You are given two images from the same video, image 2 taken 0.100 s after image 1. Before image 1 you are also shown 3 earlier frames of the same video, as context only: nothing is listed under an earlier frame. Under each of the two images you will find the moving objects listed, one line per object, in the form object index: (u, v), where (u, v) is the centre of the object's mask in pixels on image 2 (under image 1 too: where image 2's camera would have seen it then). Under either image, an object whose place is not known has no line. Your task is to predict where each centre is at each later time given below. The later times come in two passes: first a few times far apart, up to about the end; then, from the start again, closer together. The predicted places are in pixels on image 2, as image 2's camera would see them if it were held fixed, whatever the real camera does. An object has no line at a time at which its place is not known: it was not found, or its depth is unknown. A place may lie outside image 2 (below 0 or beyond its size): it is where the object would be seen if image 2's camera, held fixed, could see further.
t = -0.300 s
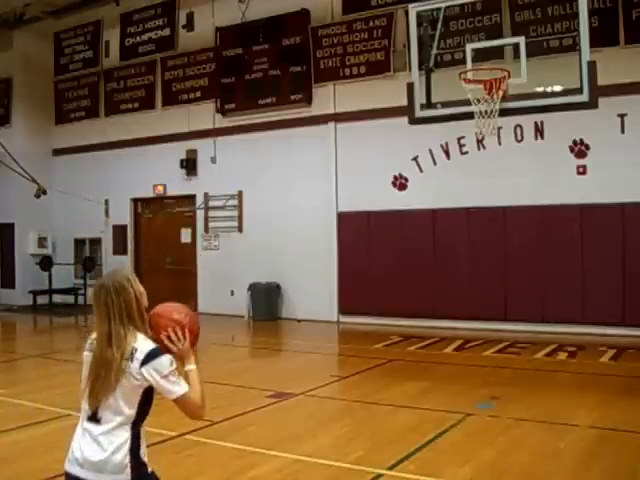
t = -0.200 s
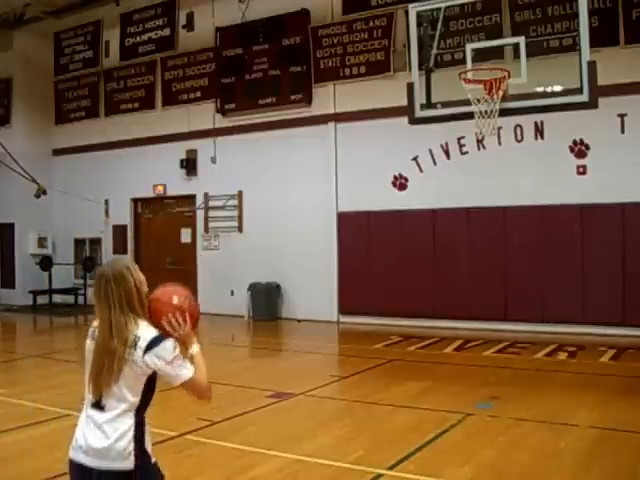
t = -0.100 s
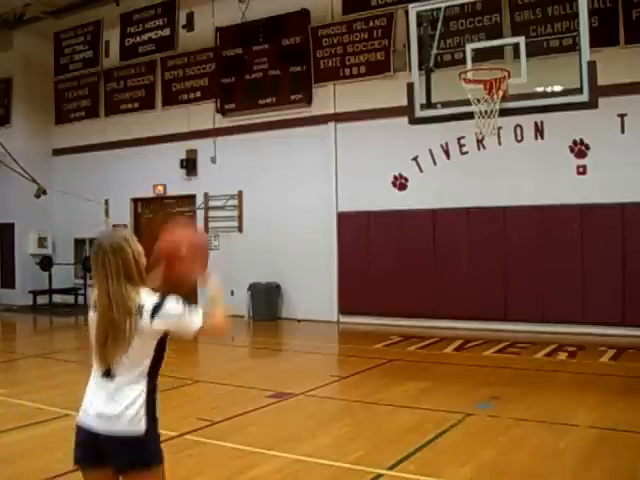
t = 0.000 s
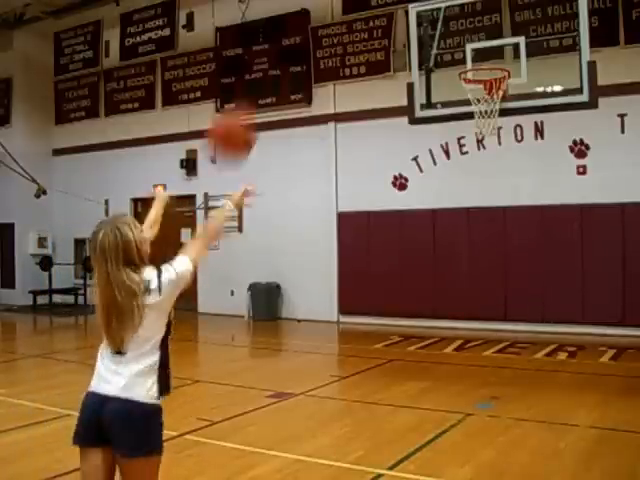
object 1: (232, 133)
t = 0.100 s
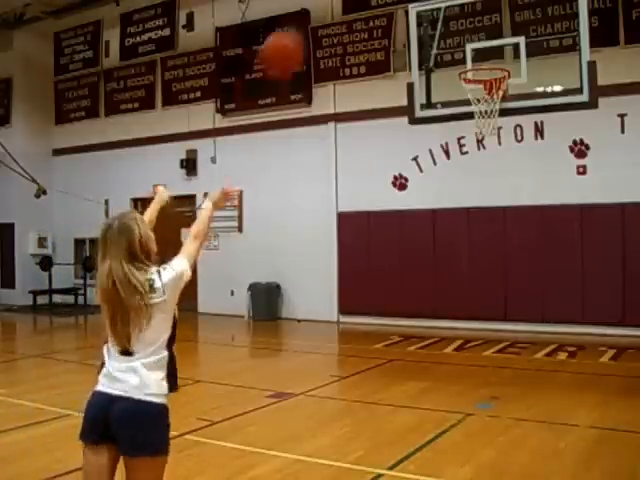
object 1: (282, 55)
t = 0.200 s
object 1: (322, 12)
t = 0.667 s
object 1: (439, 12)
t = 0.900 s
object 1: (486, 65)
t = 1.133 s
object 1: (498, 50)
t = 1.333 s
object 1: (499, 68)
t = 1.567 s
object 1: (504, 160)
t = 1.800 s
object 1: (509, 350)
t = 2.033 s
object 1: (520, 360)
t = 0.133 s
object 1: (295, 37)
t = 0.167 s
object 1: (309, 20)
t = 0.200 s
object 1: (322, 12)
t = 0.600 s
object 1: (429, 7)
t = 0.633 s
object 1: (435, 8)
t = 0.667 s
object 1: (439, 12)
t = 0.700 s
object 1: (446, 21)
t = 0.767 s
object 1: (457, 42)
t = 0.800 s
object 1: (463, 54)
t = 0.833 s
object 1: (468, 64)
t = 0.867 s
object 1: (476, 66)
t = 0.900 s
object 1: (486, 65)
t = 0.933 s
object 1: (494, 63)
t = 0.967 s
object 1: (497, 60)
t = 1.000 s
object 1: (498, 57)
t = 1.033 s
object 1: (498, 56)
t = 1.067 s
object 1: (497, 54)
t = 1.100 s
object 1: (498, 51)
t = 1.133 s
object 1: (498, 50)
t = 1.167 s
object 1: (498, 50)
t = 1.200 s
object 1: (498, 51)
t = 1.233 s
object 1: (498, 53)
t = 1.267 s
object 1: (499, 56)
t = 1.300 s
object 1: (499, 62)
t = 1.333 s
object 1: (499, 68)
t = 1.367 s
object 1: (499, 76)
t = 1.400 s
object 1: (500, 85)
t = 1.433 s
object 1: (500, 97)
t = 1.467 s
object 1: (501, 110)
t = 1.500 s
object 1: (501, 126)
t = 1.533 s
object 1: (502, 142)
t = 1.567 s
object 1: (504, 160)
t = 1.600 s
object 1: (504, 182)
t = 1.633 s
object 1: (505, 206)
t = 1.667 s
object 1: (506, 229)
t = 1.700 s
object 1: (506, 254)
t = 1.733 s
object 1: (507, 283)
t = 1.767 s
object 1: (508, 313)
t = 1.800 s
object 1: (509, 350)
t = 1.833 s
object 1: (508, 384)
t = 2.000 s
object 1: (518, 383)
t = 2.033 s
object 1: (520, 360)
